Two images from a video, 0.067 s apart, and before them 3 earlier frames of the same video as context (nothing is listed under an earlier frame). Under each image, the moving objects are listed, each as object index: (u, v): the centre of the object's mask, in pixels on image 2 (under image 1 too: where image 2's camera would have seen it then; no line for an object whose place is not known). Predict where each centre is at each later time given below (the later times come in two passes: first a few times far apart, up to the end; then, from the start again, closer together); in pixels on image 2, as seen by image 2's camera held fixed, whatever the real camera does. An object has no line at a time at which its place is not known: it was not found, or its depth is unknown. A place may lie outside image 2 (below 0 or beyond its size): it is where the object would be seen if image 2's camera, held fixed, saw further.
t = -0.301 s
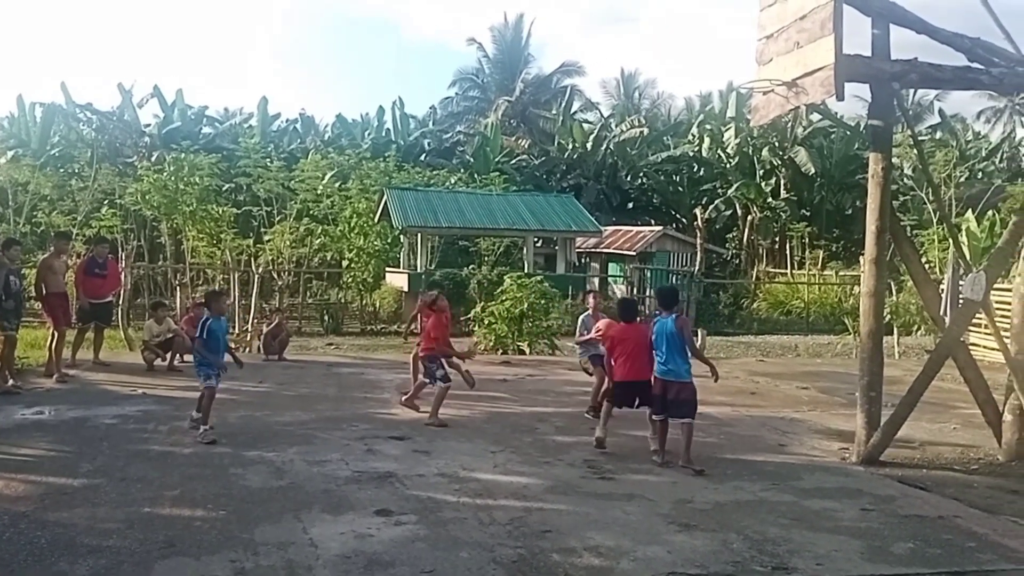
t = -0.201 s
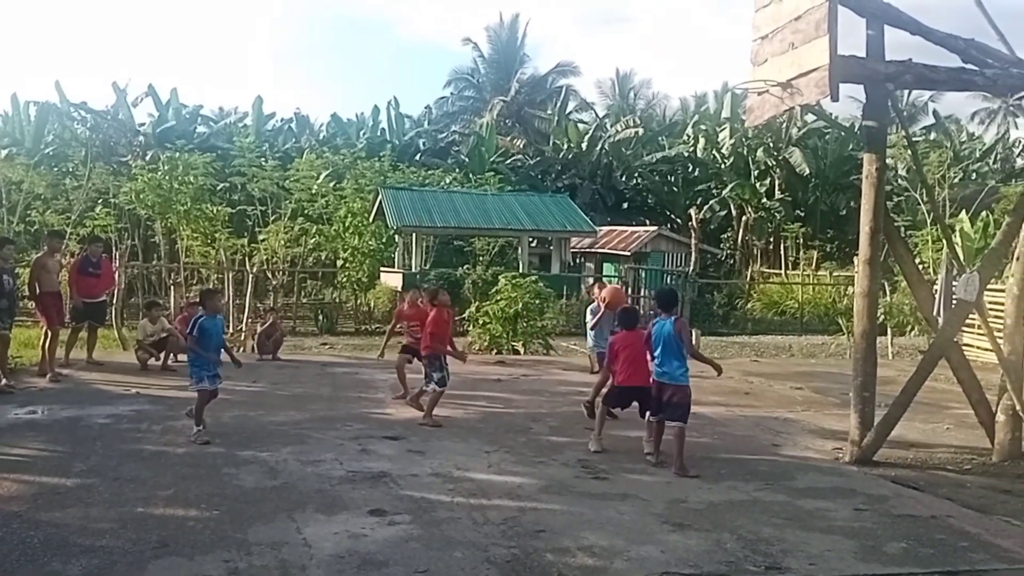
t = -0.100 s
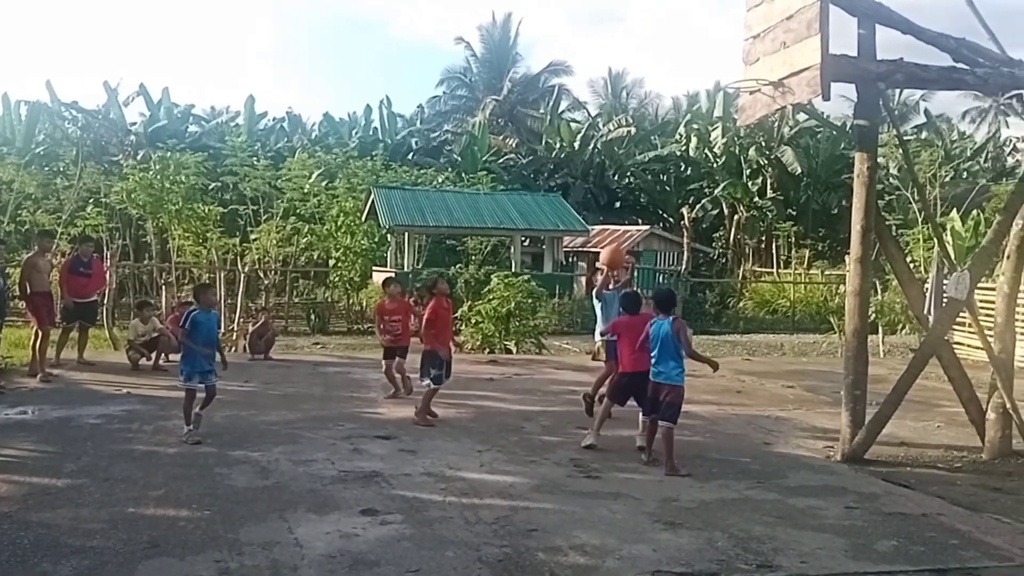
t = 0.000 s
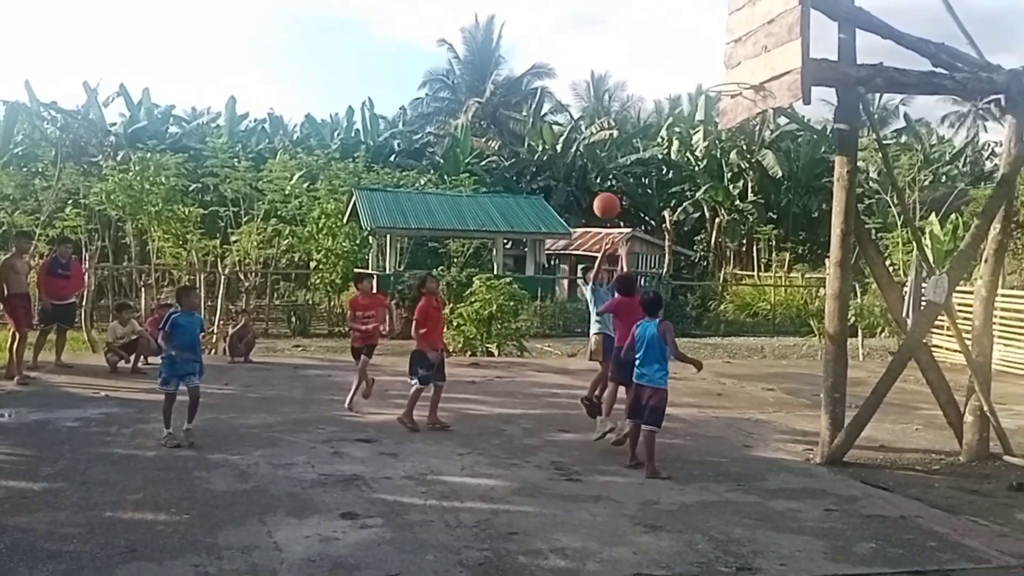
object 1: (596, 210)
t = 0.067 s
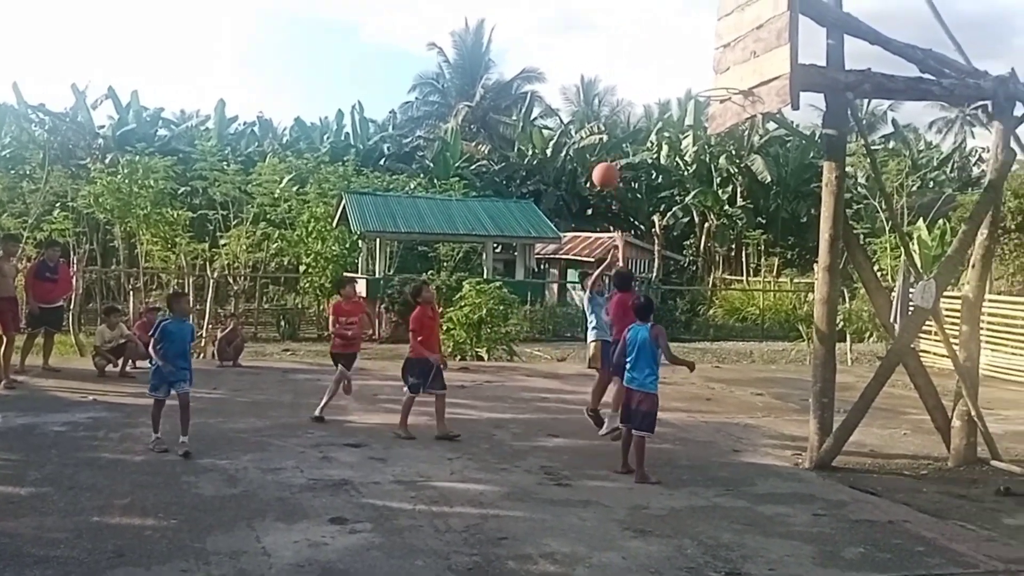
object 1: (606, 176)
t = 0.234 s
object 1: (630, 107)
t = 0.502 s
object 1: (667, 52)
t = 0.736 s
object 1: (701, 73)
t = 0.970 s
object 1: (712, 69)
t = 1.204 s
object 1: (717, 74)
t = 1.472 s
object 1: (713, 95)
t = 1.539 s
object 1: (711, 113)
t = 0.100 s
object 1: (610, 160)
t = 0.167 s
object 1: (620, 131)
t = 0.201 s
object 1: (625, 118)
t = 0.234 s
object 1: (630, 107)
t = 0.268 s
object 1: (635, 96)
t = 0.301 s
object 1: (639, 86)
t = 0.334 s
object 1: (644, 78)
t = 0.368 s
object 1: (649, 70)
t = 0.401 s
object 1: (653, 64)
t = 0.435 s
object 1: (658, 59)
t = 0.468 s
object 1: (663, 55)
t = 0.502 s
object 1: (667, 52)
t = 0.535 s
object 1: (672, 51)
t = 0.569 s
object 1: (677, 51)
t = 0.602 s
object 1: (681, 53)
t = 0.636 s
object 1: (686, 56)
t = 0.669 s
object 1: (691, 61)
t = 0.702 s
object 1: (696, 66)
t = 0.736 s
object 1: (701, 73)
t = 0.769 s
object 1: (704, 78)
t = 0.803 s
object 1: (705, 74)
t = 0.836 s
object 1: (706, 70)
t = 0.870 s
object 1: (708, 68)
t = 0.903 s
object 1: (709, 67)
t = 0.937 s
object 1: (711, 67)
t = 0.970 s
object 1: (712, 69)
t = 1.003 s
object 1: (713, 73)
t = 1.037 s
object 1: (714, 74)
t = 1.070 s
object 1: (715, 73)
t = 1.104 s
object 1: (715, 73)
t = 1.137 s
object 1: (716, 74)
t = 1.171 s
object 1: (717, 74)
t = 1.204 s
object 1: (717, 74)
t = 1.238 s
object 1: (717, 74)
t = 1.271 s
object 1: (717, 74)
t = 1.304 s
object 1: (717, 75)
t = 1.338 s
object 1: (716, 77)
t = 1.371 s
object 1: (716, 79)
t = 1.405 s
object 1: (715, 83)
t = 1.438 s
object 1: (715, 88)
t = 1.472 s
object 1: (713, 95)
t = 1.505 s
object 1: (712, 103)
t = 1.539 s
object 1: (711, 113)
